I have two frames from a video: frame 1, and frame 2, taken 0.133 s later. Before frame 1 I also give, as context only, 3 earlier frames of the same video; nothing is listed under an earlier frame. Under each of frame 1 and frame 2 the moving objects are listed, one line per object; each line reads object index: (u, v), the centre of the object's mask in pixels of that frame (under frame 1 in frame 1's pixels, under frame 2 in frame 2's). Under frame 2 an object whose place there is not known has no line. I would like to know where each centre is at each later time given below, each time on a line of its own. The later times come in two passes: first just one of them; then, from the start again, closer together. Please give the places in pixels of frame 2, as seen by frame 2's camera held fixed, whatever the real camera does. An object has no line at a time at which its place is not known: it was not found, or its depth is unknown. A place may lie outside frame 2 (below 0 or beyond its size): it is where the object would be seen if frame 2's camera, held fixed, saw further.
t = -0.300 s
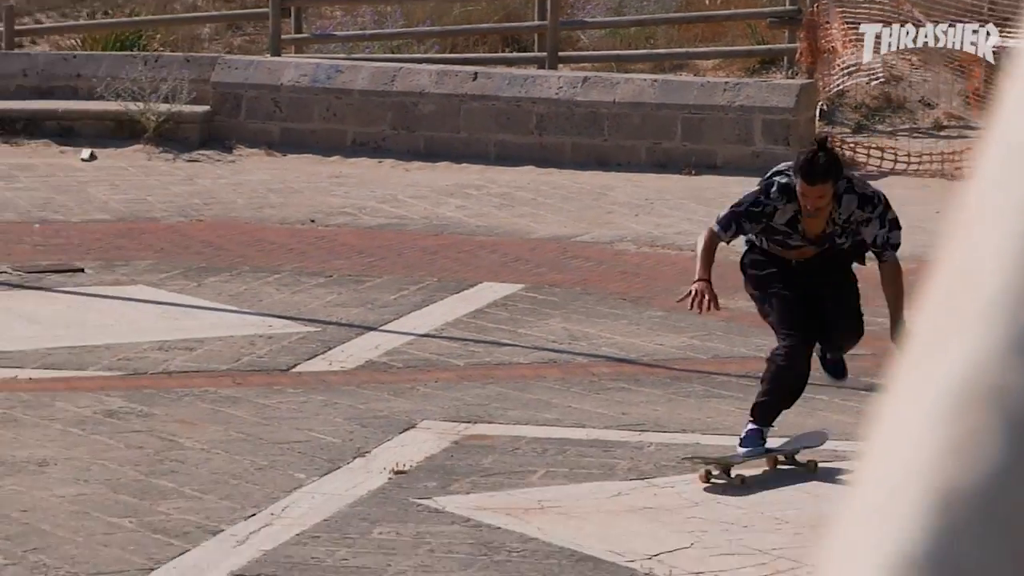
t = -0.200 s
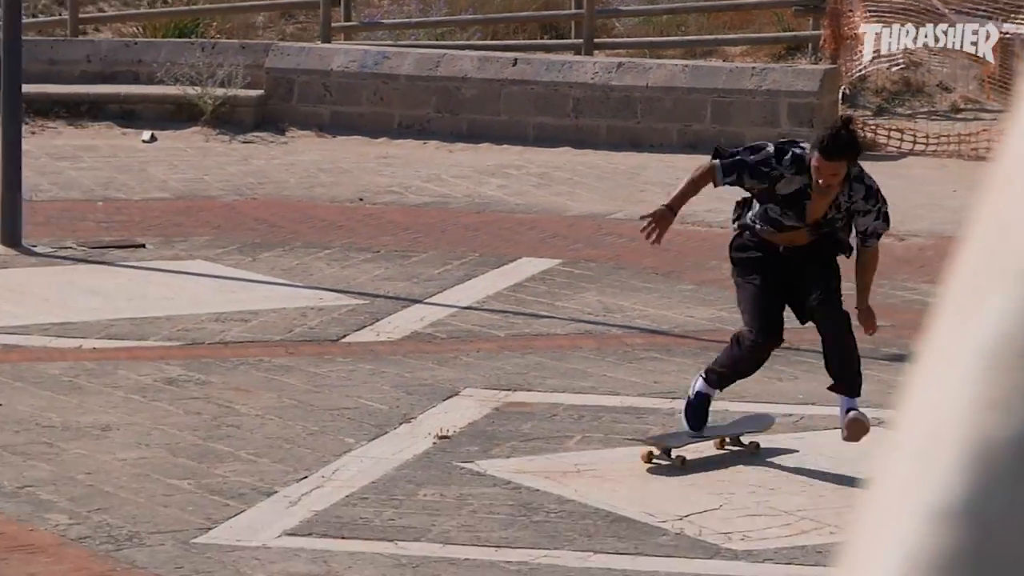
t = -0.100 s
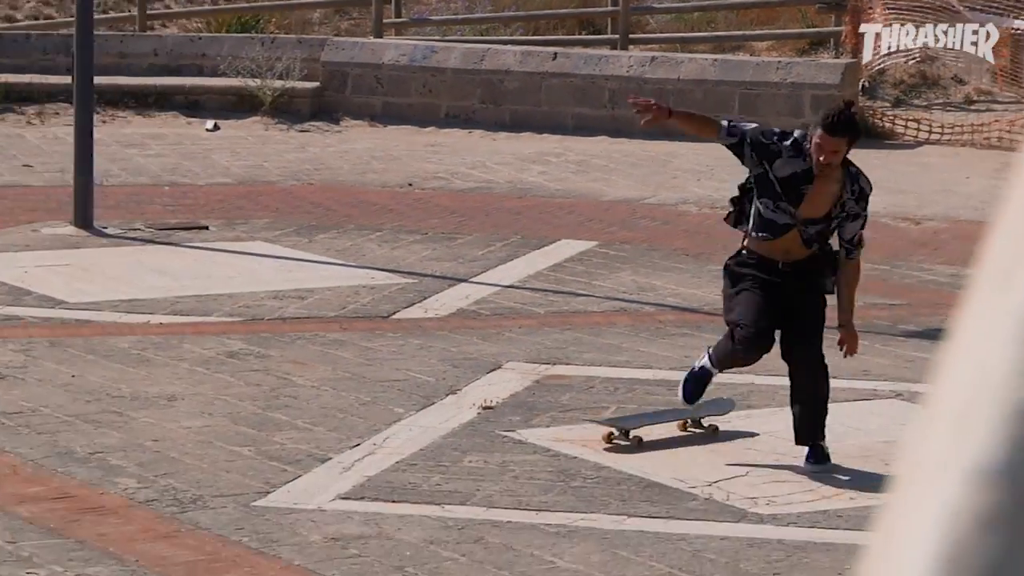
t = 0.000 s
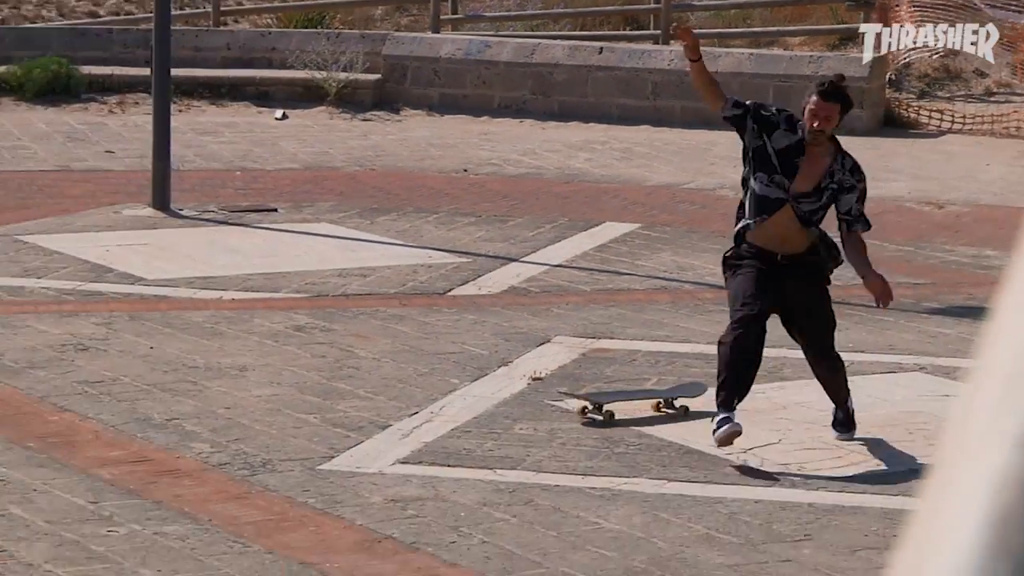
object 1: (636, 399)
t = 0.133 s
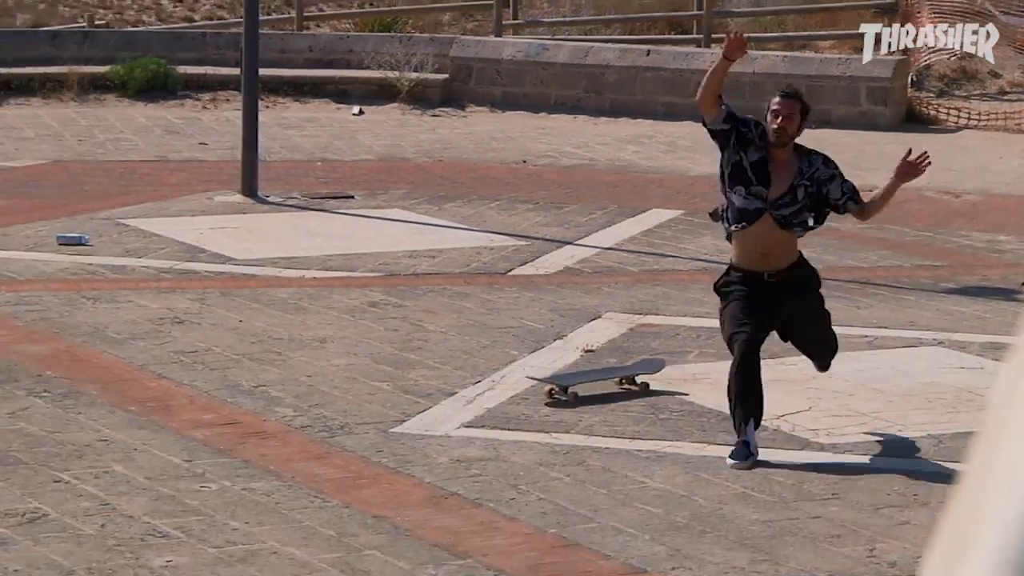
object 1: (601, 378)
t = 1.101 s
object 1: (-42, 448)
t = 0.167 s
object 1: (581, 381)
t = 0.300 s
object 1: (500, 392)
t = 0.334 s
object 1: (478, 395)
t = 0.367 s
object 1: (457, 396)
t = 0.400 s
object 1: (436, 398)
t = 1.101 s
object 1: (-42, 448)
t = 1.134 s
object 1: (-65, 450)
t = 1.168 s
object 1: (-89, 452)
